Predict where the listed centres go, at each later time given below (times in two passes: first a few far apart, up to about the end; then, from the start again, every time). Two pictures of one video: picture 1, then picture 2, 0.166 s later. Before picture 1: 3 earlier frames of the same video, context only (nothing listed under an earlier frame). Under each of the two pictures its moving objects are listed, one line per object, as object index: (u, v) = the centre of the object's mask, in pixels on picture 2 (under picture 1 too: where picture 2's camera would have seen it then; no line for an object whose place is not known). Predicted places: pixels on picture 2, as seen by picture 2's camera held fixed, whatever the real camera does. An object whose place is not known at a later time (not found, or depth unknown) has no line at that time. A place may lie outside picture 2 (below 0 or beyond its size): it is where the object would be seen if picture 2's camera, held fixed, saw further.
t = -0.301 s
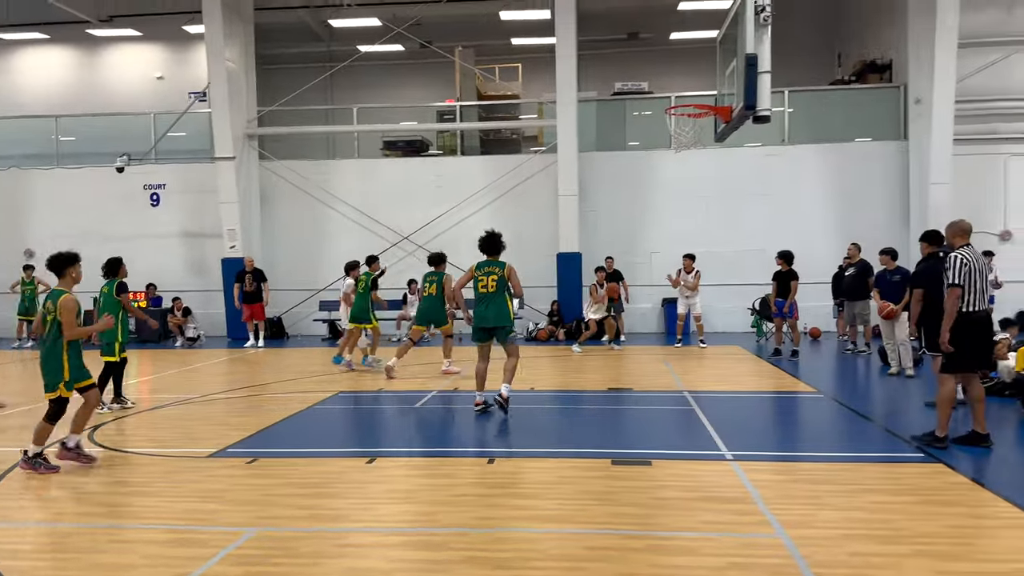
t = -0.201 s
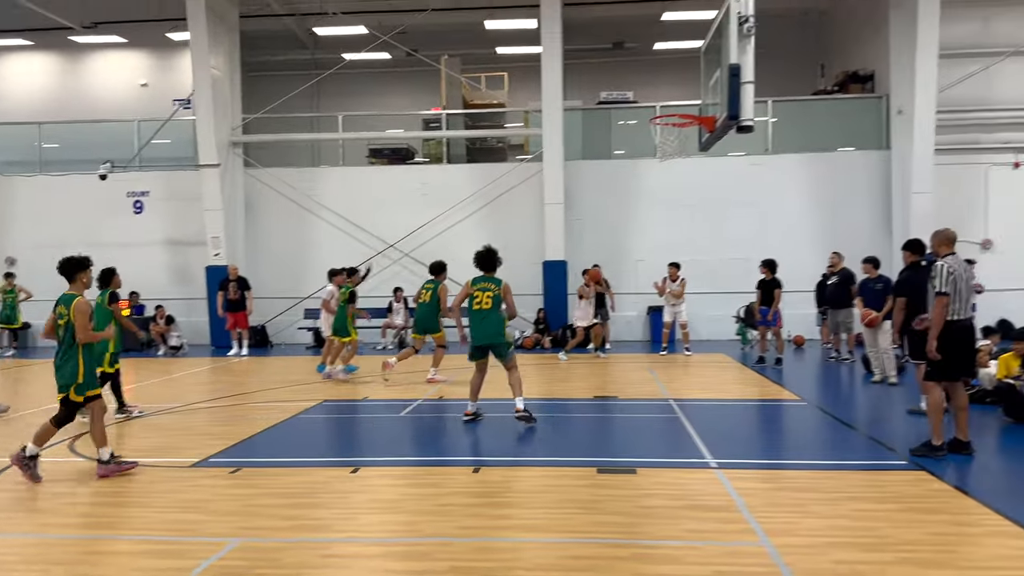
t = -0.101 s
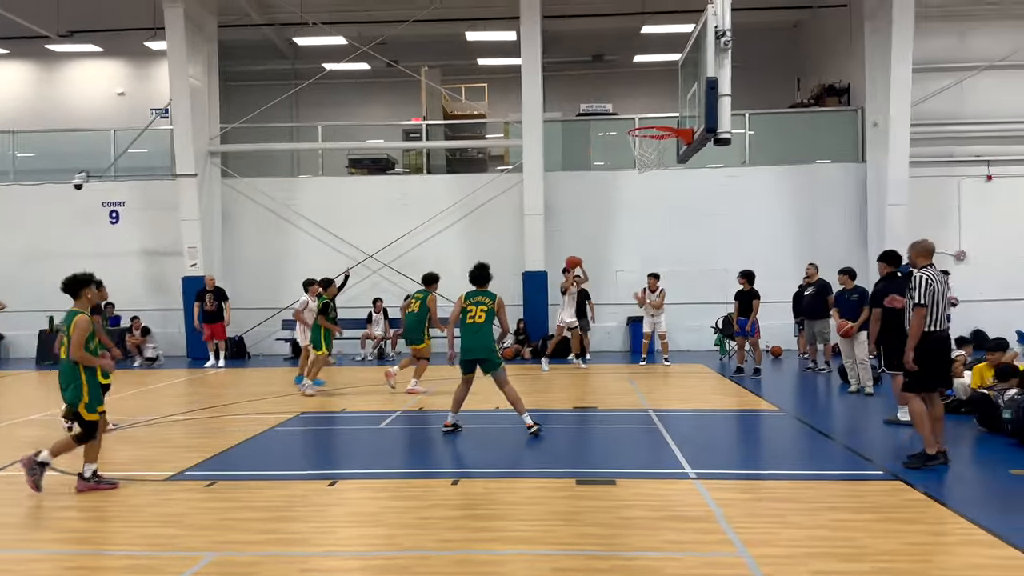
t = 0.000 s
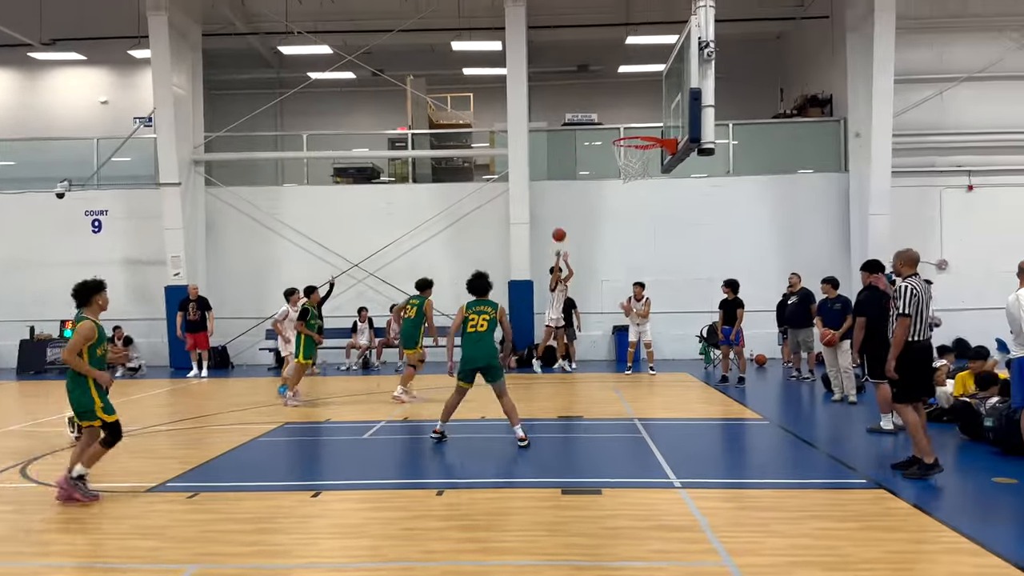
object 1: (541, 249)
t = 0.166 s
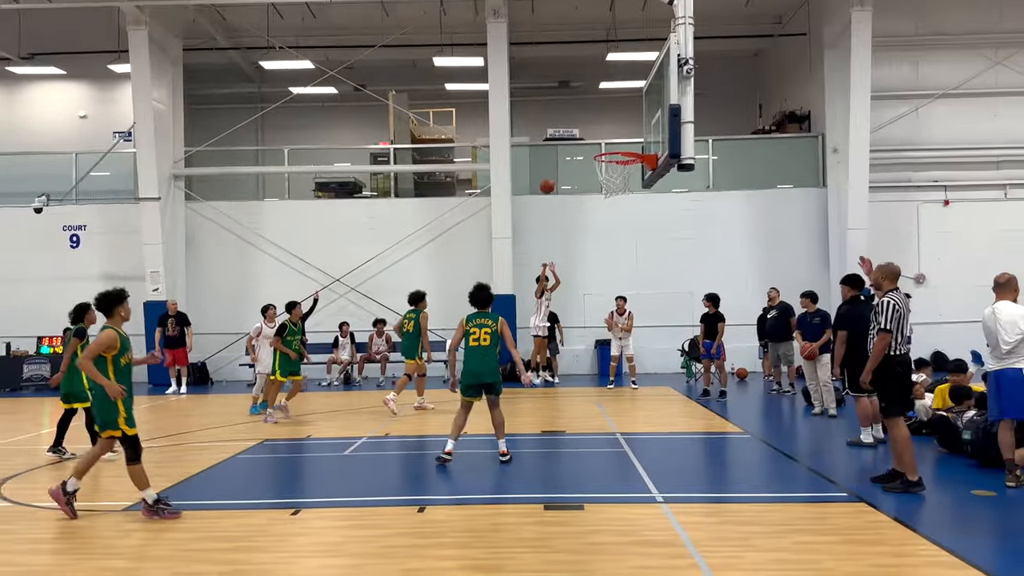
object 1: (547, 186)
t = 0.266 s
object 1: (550, 154)
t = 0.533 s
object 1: (563, 87)
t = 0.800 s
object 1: (578, 60)
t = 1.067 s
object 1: (604, 83)
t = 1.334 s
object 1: (626, 175)
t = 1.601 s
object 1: (636, 232)
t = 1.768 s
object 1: (650, 300)
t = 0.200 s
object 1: (548, 175)
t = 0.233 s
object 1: (549, 164)
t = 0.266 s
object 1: (550, 154)
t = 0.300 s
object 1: (552, 144)
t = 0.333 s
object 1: (552, 135)
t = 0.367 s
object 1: (554, 125)
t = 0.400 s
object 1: (556, 116)
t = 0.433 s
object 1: (557, 109)
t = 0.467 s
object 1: (559, 101)
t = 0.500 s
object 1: (561, 93)
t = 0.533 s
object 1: (563, 87)
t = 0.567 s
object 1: (564, 81)
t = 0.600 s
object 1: (565, 78)
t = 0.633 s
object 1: (567, 72)
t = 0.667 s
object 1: (570, 68)
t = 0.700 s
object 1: (572, 65)
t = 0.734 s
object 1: (574, 62)
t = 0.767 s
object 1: (576, 61)
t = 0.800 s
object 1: (578, 60)
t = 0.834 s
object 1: (581, 60)
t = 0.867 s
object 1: (583, 60)
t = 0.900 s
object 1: (585, 62)
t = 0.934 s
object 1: (587, 65)
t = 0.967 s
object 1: (590, 68)
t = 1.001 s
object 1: (594, 73)
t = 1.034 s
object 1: (599, 77)
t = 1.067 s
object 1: (604, 83)
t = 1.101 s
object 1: (605, 91)
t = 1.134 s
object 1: (610, 100)
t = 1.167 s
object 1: (613, 111)
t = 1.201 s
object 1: (616, 124)
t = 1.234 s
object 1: (620, 137)
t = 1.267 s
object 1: (622, 153)
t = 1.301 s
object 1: (624, 170)
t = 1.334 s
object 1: (626, 175)
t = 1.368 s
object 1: (629, 179)
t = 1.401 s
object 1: (631, 182)
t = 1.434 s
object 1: (633, 186)
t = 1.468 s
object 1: (634, 193)
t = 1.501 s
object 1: (634, 202)
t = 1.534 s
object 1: (633, 211)
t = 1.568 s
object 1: (635, 220)
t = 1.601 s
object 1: (636, 232)
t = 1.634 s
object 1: (636, 245)
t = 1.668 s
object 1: (640, 257)
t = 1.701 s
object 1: (642, 271)
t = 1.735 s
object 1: (646, 285)
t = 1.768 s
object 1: (650, 300)
